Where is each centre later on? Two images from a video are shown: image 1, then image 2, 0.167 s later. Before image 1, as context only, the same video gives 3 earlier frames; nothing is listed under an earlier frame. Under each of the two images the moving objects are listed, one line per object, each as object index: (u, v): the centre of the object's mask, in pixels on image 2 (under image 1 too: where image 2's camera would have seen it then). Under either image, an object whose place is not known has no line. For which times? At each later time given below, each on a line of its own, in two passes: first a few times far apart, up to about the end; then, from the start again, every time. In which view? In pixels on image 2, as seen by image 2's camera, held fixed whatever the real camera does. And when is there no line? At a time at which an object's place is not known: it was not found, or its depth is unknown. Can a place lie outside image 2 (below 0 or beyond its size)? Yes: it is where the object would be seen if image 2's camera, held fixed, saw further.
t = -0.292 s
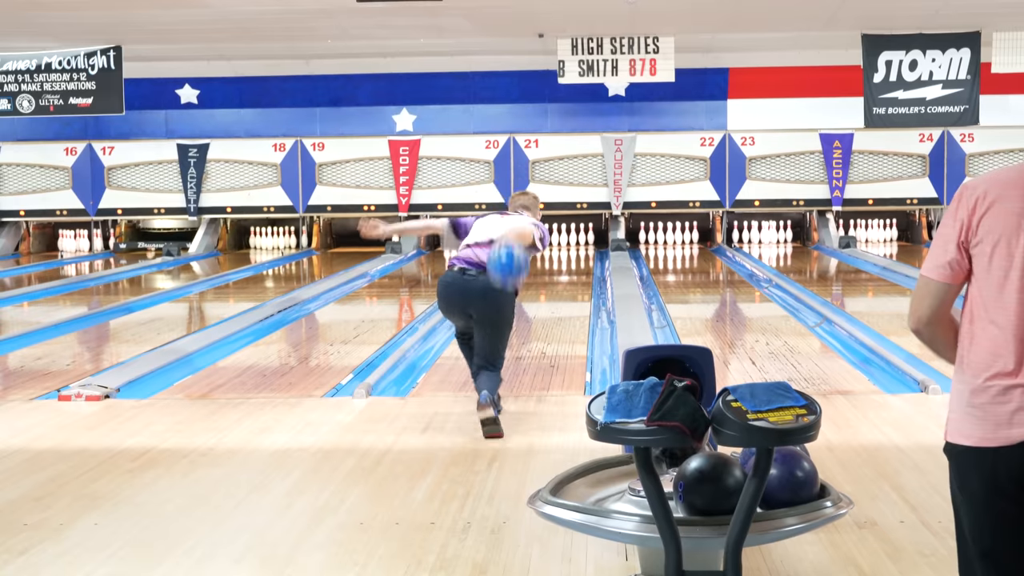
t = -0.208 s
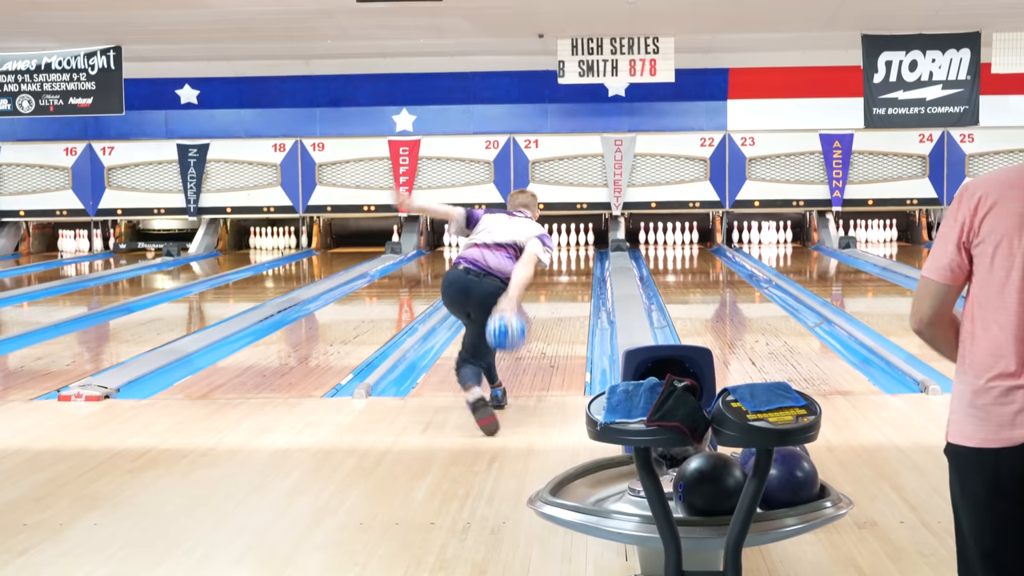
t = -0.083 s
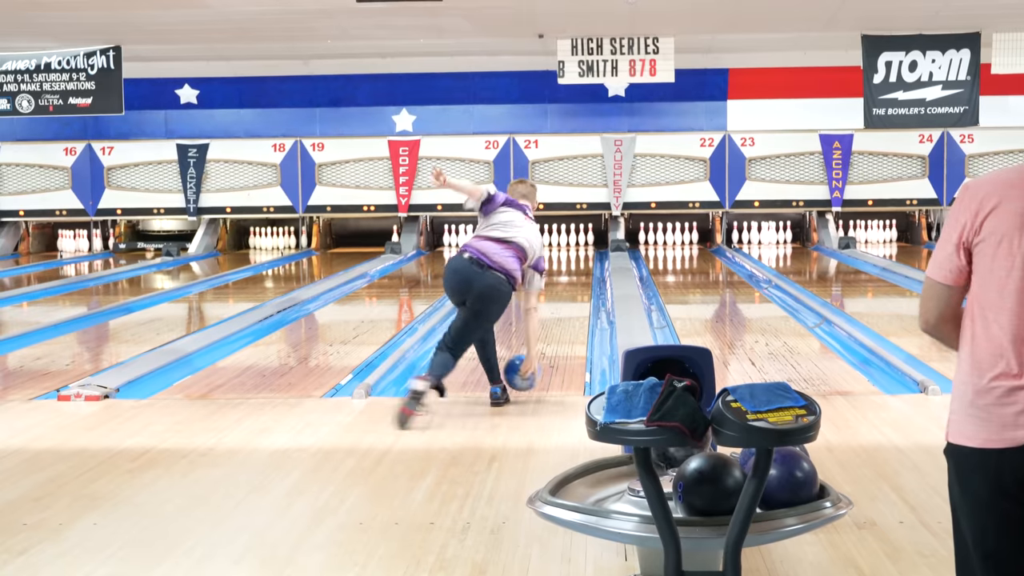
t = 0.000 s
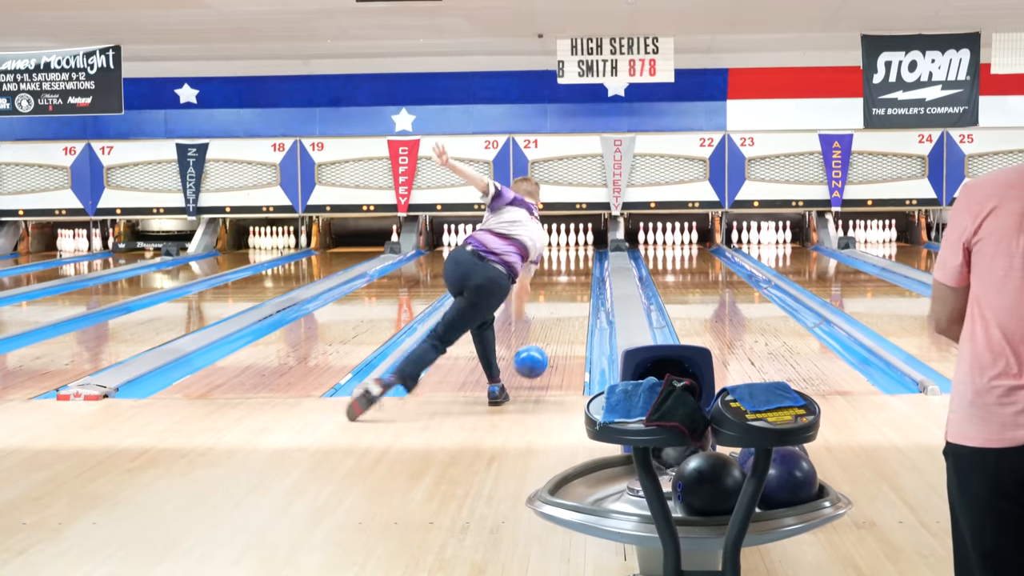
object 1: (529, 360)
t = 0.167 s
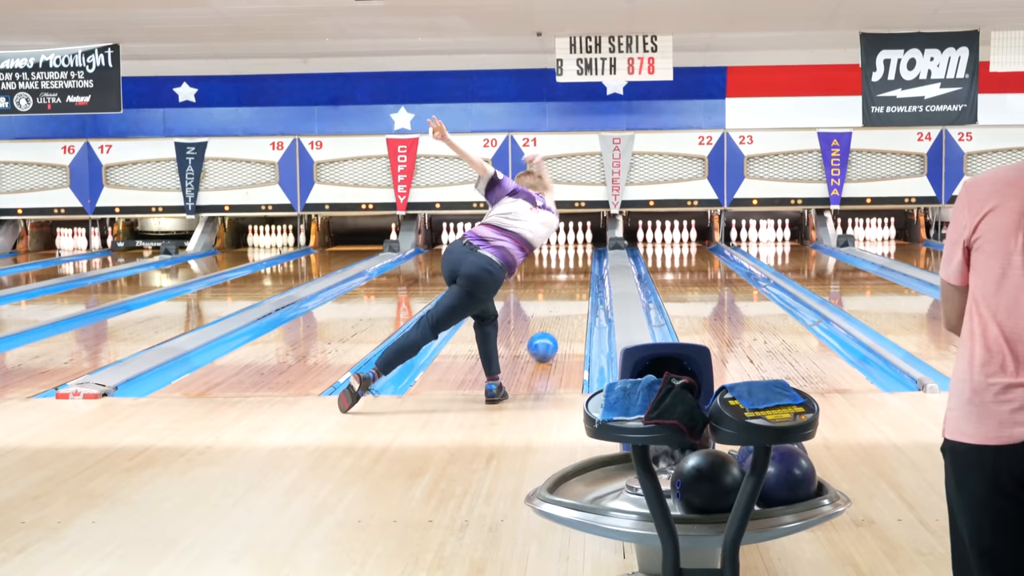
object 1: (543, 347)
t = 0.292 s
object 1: (550, 332)
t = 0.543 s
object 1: (561, 310)
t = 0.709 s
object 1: (567, 298)
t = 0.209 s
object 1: (546, 342)
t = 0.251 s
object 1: (548, 337)
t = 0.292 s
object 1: (550, 332)
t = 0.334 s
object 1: (552, 328)
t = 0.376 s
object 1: (555, 324)
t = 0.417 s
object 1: (556, 320)
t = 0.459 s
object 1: (558, 317)
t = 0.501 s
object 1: (560, 313)
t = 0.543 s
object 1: (561, 310)
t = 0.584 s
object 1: (563, 307)
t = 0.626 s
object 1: (564, 304)
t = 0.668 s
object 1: (565, 301)
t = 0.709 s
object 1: (567, 298)
